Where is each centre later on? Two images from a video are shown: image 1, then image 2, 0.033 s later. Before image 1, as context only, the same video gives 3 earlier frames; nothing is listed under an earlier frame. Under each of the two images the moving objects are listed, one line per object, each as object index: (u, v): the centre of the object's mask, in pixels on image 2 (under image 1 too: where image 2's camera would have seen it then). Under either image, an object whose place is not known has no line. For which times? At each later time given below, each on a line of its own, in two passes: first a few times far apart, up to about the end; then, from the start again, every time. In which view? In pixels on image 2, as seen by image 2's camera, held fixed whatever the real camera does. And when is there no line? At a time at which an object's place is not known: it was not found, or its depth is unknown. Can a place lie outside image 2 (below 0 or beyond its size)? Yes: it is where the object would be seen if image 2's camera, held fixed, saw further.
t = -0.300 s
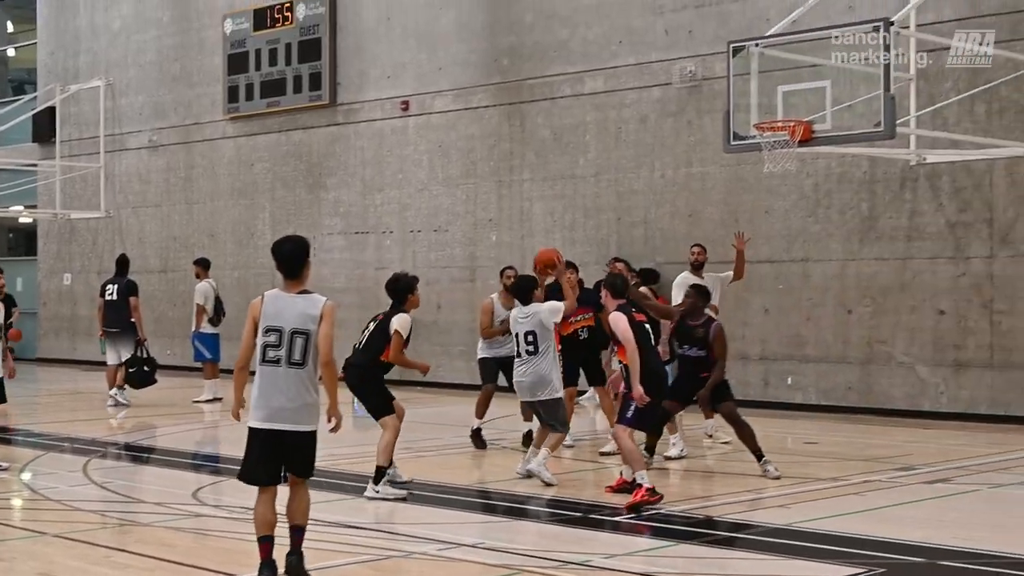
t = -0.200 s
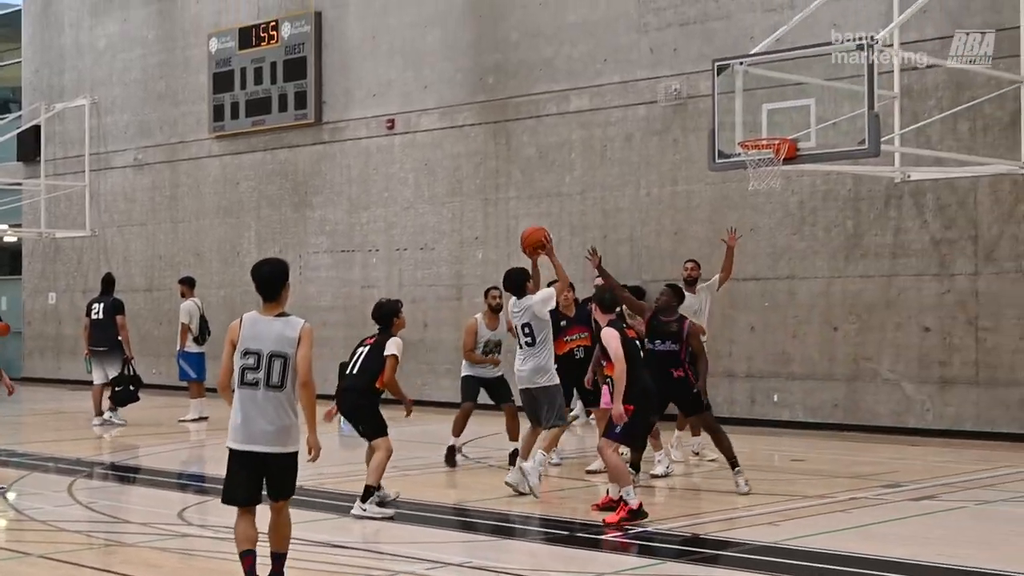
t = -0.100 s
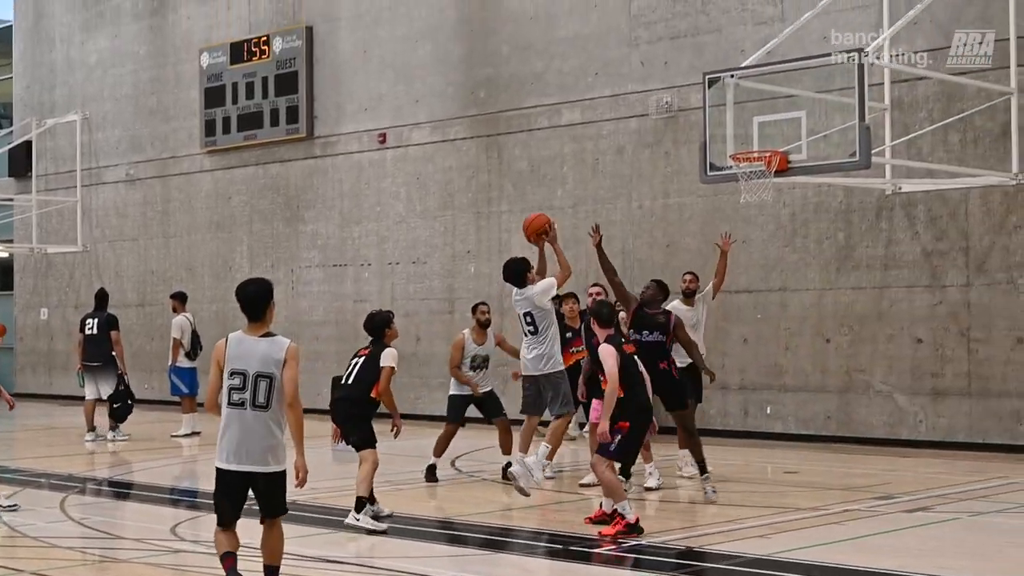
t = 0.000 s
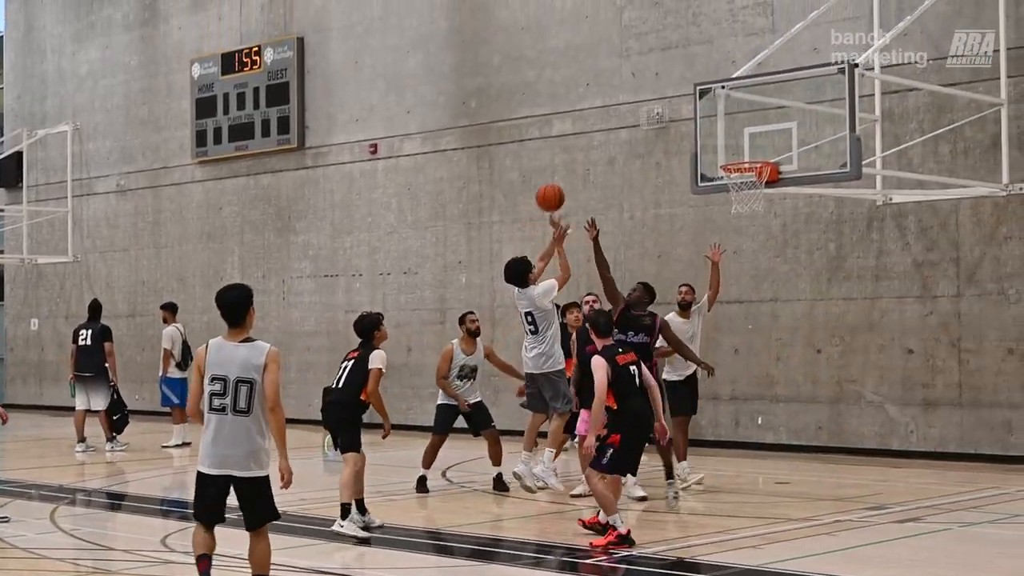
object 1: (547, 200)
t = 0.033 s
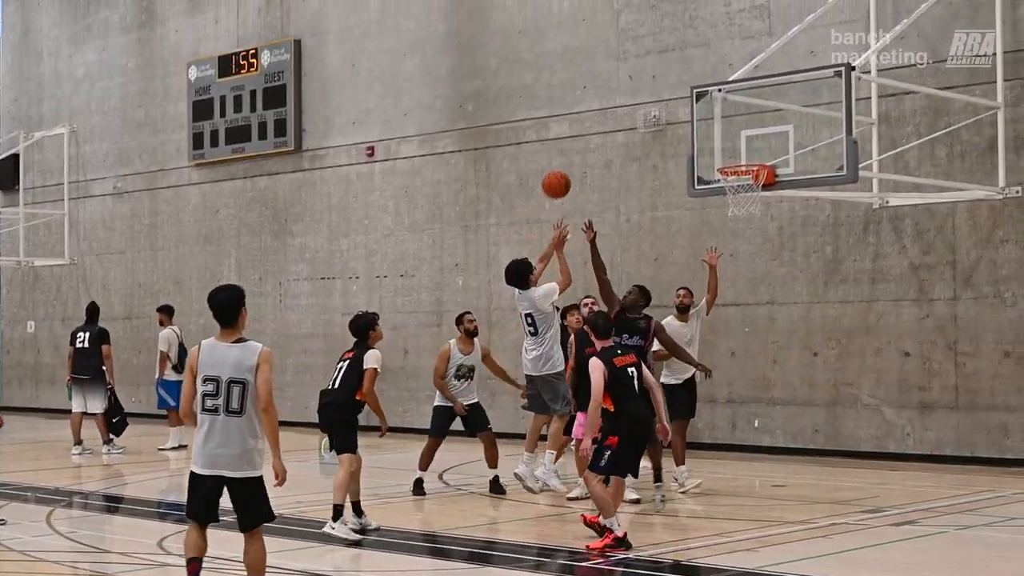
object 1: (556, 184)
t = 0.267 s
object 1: (618, 114)
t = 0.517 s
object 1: (678, 110)
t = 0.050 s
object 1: (561, 177)
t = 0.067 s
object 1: (565, 169)
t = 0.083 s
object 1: (570, 163)
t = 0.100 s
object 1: (575, 157)
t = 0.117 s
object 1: (579, 151)
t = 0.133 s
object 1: (583, 146)
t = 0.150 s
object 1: (588, 140)
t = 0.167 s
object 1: (592, 135)
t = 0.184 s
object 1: (597, 131)
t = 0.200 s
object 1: (601, 127)
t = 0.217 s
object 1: (605, 123)
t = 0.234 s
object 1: (609, 120)
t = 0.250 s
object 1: (614, 117)
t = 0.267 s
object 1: (618, 114)
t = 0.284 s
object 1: (622, 111)
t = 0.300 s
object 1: (626, 110)
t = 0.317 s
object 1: (630, 108)
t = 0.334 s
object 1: (634, 106)
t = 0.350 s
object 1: (639, 105)
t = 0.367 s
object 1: (643, 104)
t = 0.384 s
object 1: (647, 104)
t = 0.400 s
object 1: (651, 104)
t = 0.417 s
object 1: (655, 103)
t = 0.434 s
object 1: (659, 104)
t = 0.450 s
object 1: (662, 104)
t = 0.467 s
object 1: (667, 105)
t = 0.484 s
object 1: (671, 107)
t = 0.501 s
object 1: (674, 108)
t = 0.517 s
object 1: (678, 110)
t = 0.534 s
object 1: (684, 111)
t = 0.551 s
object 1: (689, 113)
